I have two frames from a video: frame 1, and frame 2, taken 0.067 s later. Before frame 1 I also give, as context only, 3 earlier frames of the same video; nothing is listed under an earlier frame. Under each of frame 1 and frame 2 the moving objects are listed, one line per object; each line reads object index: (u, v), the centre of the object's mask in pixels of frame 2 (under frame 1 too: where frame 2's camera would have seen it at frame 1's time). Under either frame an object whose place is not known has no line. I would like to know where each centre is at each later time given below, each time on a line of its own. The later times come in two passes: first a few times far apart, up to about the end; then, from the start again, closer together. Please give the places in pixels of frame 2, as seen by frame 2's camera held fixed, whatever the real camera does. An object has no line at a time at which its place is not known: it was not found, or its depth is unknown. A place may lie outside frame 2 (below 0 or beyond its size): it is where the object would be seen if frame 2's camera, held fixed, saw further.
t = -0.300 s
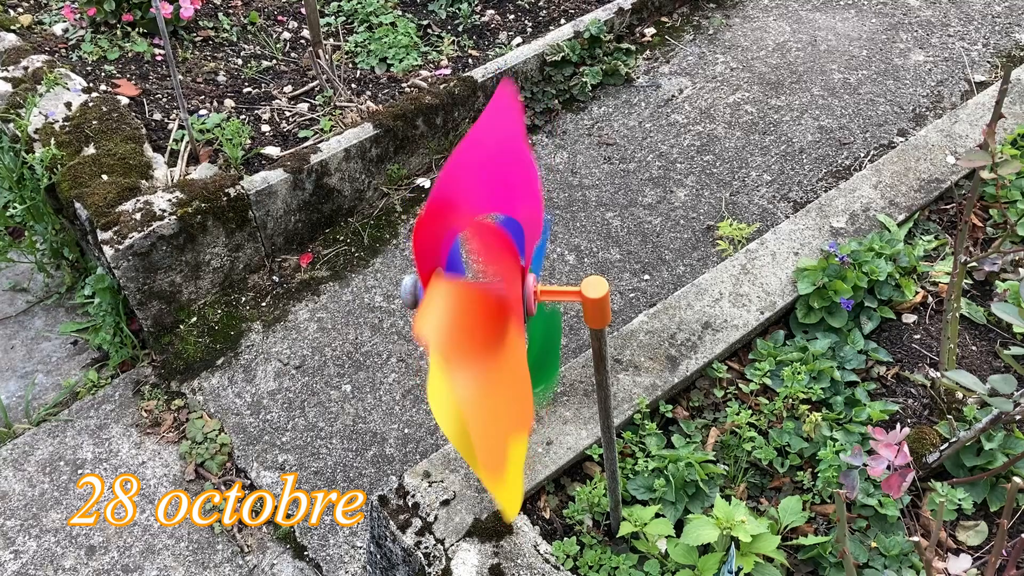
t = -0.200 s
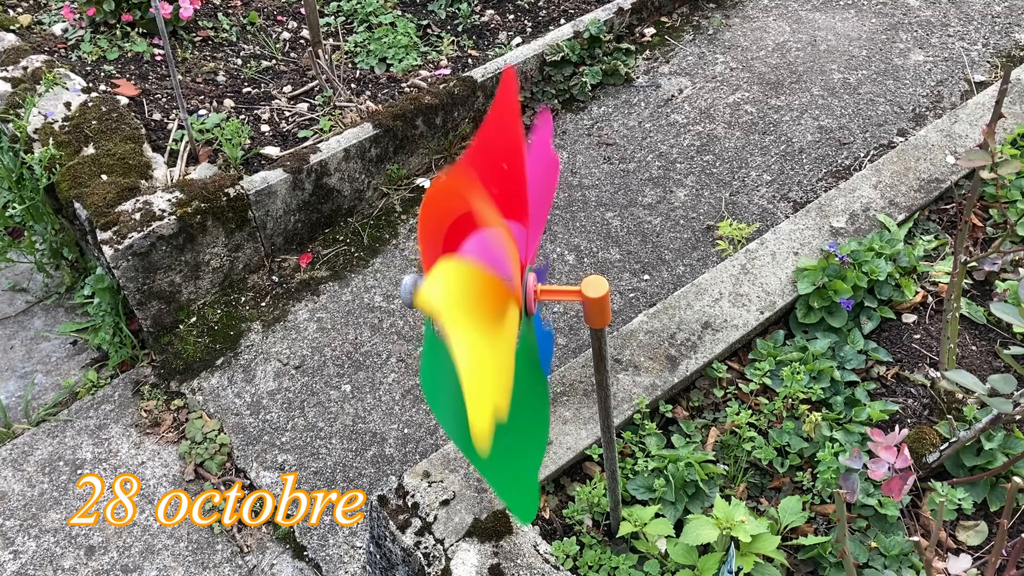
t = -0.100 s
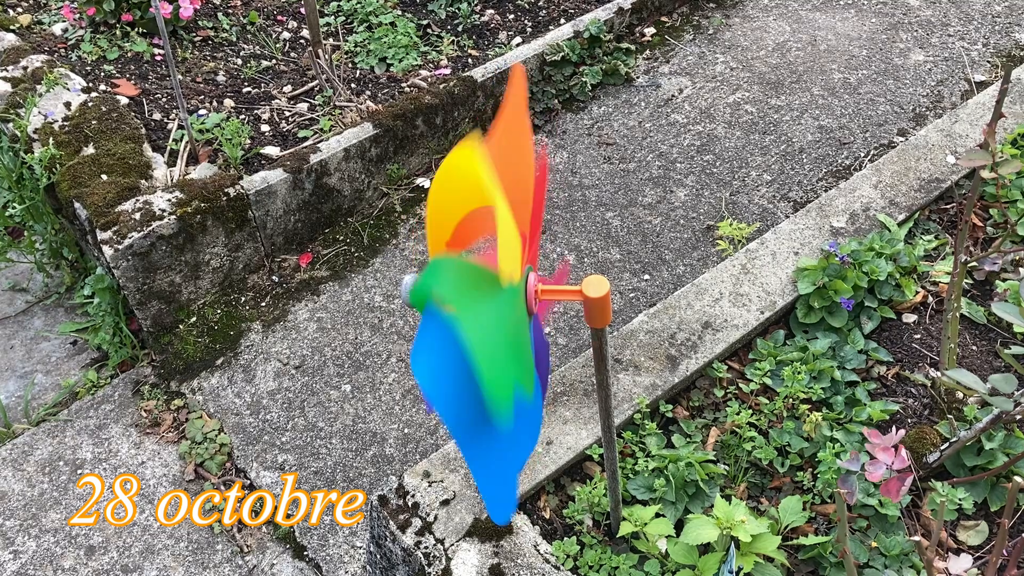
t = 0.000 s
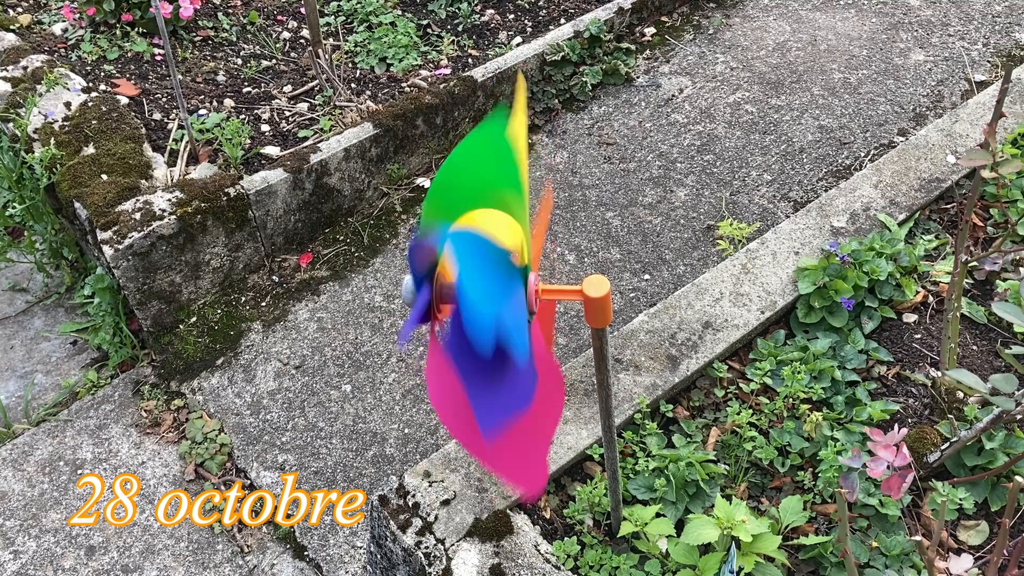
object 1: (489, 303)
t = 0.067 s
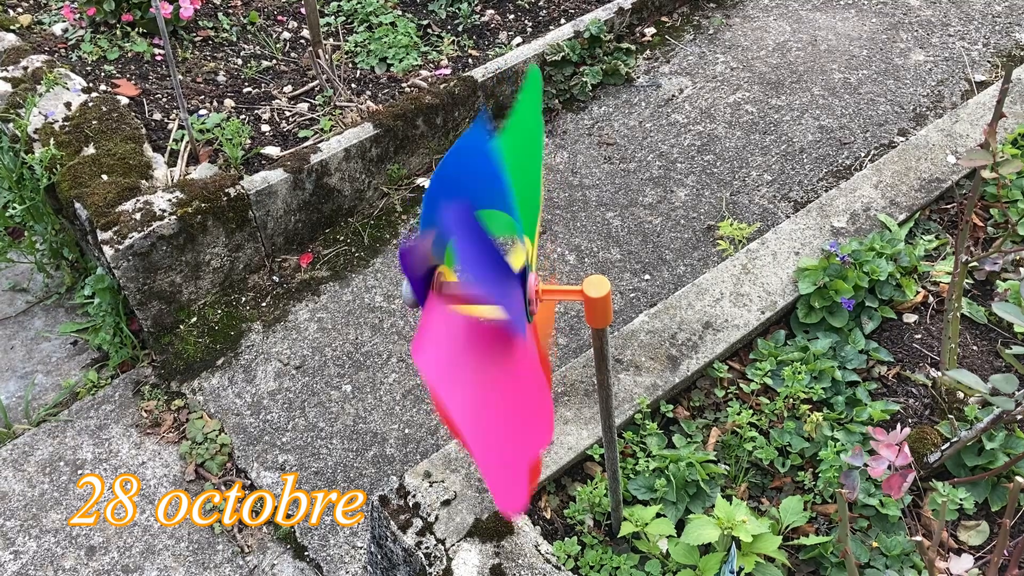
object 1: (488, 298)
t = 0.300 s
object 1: (492, 294)
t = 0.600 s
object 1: (487, 296)
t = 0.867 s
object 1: (492, 298)
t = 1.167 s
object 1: (487, 296)
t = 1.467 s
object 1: (492, 296)
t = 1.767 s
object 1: (488, 304)
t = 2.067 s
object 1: (484, 309)
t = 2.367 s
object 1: (489, 298)
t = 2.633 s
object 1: (488, 301)
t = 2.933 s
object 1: (487, 307)
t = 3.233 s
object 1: (492, 294)
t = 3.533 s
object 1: (487, 300)
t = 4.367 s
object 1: (485, 307)
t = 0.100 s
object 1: (487, 297)
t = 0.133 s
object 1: (488, 301)
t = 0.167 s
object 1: (489, 311)
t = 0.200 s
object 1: (486, 306)
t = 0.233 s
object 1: (488, 297)
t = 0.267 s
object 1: (491, 295)
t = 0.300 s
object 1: (492, 294)
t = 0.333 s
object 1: (492, 299)
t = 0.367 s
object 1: (490, 297)
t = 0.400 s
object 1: (488, 301)
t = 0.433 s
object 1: (487, 298)
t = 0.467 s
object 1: (489, 290)
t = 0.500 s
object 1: (489, 296)
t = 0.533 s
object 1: (489, 306)
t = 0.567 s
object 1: (488, 305)
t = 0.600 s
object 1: (487, 296)
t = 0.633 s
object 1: (487, 298)
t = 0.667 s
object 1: (488, 302)
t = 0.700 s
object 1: (487, 311)
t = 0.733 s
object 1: (485, 305)
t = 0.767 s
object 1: (488, 297)
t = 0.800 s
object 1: (491, 295)
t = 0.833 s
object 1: (492, 294)
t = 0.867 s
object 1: (492, 298)
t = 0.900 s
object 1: (490, 297)
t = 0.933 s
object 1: (488, 299)
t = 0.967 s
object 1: (487, 301)
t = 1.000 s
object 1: (488, 293)
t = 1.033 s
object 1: (489, 291)
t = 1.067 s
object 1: (489, 300)
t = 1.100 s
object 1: (489, 306)
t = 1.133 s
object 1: (487, 304)
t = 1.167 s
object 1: (487, 296)
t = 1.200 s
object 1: (488, 297)
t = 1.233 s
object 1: (488, 300)
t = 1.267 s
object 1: (488, 308)
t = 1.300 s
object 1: (486, 309)
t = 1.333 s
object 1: (485, 303)
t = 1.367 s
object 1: (488, 297)
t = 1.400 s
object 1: (490, 296)
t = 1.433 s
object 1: (491, 294)
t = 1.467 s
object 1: (492, 296)
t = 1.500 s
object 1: (491, 300)
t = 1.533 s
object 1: (490, 298)
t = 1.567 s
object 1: (488, 299)
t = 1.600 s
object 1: (486, 303)
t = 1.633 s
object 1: (486, 300)
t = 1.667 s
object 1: (487, 293)
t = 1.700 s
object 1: (488, 293)
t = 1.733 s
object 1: (488, 297)
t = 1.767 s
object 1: (488, 304)
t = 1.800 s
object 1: (488, 307)
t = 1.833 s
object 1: (487, 306)
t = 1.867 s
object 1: (487, 300)
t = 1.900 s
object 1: (487, 296)
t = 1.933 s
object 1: (487, 299)
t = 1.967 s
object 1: (487, 301)
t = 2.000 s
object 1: (488, 306)
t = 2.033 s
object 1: (487, 311)
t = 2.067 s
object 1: (484, 309)
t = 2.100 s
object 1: (485, 303)
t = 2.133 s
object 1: (487, 298)
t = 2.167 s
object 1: (489, 297)
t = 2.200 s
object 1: (491, 296)
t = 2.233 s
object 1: (492, 294)
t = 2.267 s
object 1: (492, 296)
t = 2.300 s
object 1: (492, 300)
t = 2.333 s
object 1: (490, 300)
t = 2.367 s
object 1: (489, 298)
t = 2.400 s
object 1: (488, 299)
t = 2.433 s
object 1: (487, 302)
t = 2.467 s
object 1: (486, 302)
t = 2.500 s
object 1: (487, 298)
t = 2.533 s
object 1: (487, 294)
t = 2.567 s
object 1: (487, 293)
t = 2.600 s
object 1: (487, 297)
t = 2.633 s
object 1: (488, 301)
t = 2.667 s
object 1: (488, 306)
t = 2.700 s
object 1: (487, 307)
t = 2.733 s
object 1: (487, 305)
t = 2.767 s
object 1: (487, 300)
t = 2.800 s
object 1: (487, 296)
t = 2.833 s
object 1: (487, 298)
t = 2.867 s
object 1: (487, 301)
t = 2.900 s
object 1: (487, 303)
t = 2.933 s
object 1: (487, 307)
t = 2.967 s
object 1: (487, 312)
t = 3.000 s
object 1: (485, 310)
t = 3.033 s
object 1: (484, 306)
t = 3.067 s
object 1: (485, 302)
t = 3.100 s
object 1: (488, 297)
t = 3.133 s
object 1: (489, 297)
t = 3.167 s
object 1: (490, 297)
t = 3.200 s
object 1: (491, 295)
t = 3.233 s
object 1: (492, 294)
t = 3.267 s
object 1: (492, 295)
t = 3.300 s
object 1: (492, 297)
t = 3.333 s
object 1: (491, 300)
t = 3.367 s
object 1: (491, 302)
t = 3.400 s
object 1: (490, 302)
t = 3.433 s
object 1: (489, 301)
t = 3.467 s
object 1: (488, 300)
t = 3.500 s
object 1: (487, 300)
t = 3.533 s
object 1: (487, 300)
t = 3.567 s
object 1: (486, 302)
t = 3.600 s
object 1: (486, 303)
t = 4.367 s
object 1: (485, 307)
